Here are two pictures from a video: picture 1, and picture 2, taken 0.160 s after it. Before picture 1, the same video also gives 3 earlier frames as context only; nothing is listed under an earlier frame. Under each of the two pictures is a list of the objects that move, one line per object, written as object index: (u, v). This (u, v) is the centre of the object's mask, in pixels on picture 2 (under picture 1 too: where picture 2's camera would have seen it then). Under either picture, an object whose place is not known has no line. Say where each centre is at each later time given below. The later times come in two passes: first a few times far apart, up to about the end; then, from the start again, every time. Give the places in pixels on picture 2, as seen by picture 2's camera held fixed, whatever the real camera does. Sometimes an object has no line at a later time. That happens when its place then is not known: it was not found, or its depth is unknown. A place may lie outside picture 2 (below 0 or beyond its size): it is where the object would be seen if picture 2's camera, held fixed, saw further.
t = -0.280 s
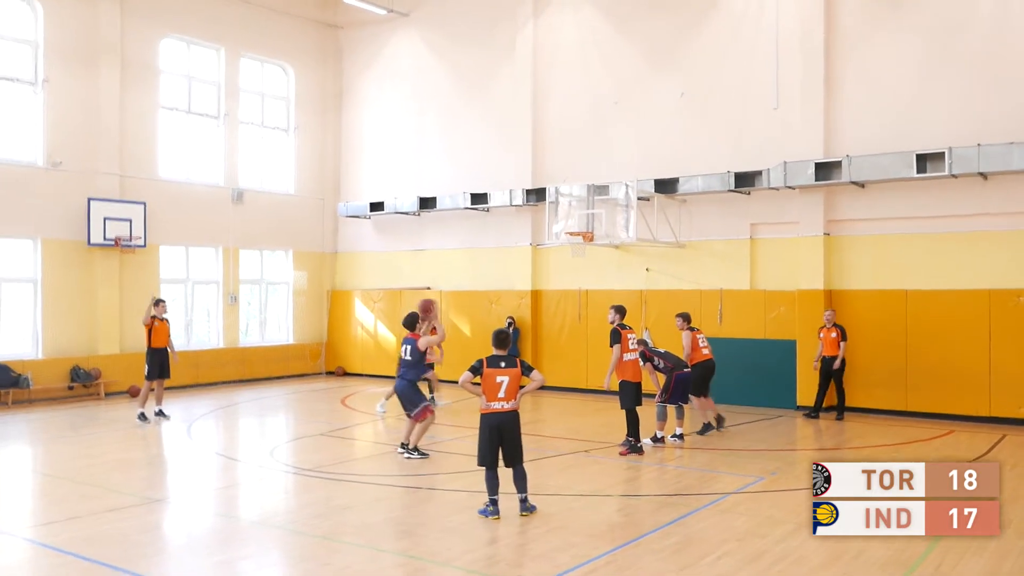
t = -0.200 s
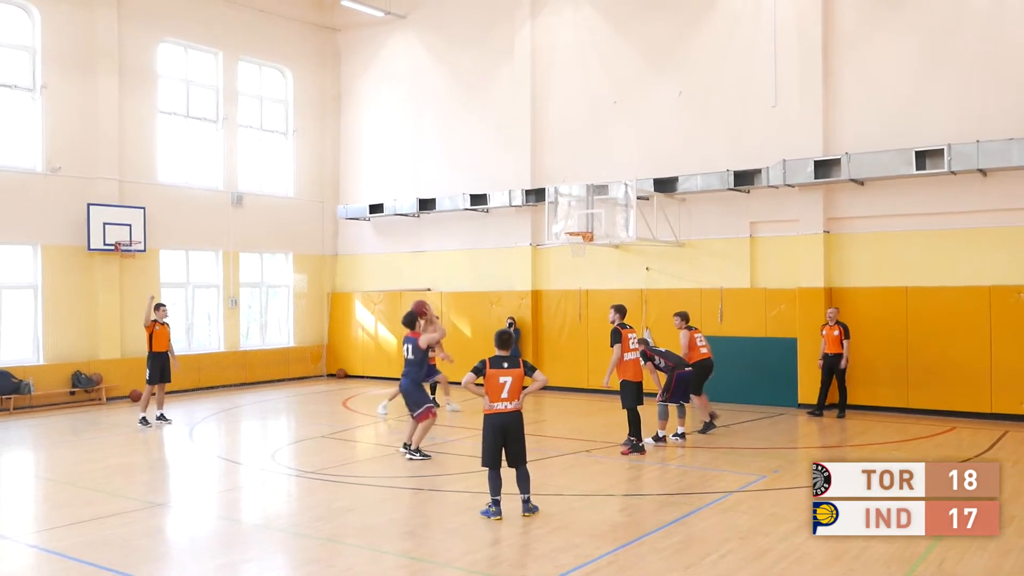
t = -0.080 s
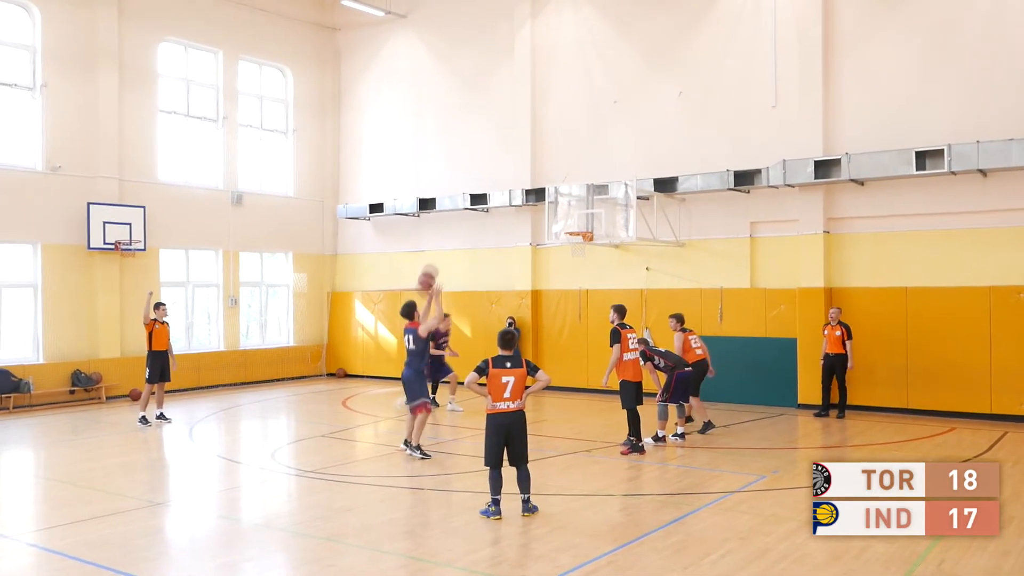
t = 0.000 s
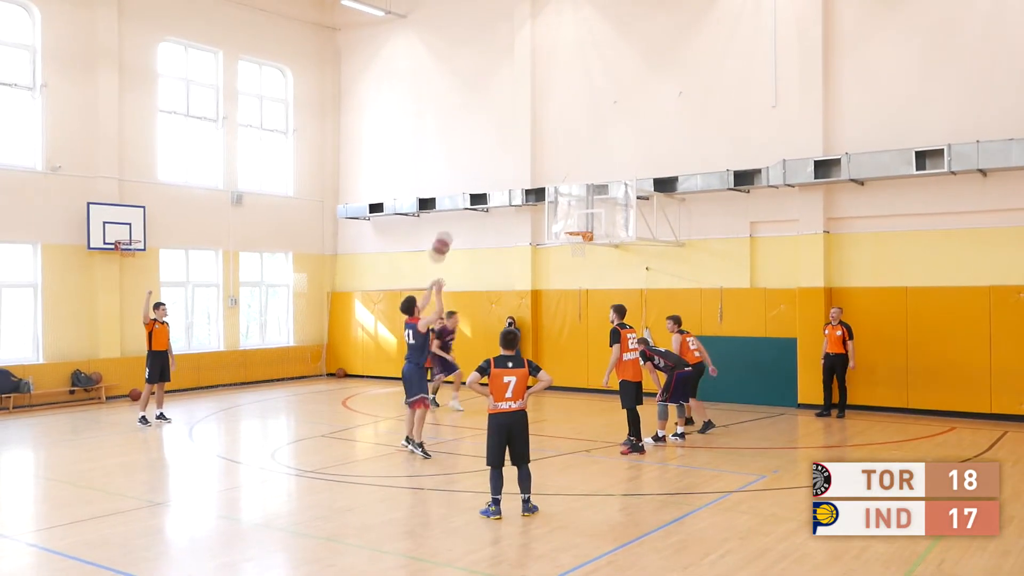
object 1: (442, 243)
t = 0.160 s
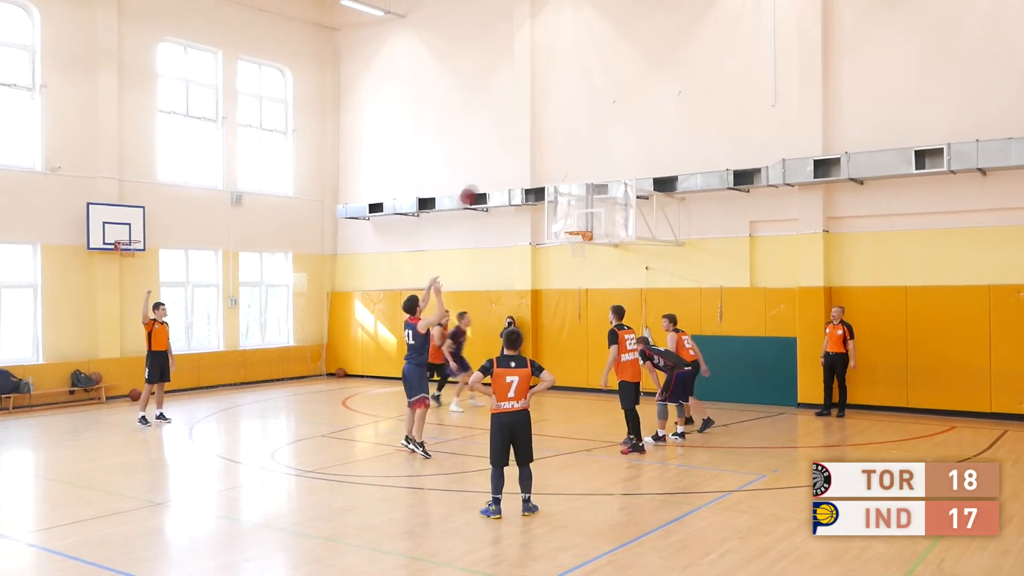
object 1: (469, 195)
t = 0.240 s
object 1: (482, 179)
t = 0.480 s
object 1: (515, 159)
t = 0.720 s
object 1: (545, 175)
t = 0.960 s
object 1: (572, 222)
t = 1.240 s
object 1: (587, 259)
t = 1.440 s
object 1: (591, 293)
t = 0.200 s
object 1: (475, 185)
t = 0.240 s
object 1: (482, 179)
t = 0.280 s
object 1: (487, 173)
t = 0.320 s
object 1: (493, 168)
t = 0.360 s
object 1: (499, 164)
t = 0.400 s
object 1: (504, 161)
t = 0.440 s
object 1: (510, 159)
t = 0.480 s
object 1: (515, 159)
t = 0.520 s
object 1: (521, 159)
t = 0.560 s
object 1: (526, 160)
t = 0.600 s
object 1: (531, 163)
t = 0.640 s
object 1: (536, 166)
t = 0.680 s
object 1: (541, 170)
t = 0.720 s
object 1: (545, 175)
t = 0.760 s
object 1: (550, 180)
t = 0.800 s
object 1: (554, 187)
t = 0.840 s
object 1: (559, 195)
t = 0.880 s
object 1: (564, 203)
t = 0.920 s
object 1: (568, 212)
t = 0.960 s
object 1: (572, 222)
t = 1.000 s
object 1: (576, 231)
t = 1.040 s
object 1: (581, 244)
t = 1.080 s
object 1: (583, 248)
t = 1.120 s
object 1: (584, 249)
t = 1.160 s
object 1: (585, 252)
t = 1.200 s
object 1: (586, 255)
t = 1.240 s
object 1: (587, 259)
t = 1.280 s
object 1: (587, 264)
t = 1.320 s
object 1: (588, 270)
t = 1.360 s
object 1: (589, 277)
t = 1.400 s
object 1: (590, 284)
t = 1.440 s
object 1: (591, 293)
